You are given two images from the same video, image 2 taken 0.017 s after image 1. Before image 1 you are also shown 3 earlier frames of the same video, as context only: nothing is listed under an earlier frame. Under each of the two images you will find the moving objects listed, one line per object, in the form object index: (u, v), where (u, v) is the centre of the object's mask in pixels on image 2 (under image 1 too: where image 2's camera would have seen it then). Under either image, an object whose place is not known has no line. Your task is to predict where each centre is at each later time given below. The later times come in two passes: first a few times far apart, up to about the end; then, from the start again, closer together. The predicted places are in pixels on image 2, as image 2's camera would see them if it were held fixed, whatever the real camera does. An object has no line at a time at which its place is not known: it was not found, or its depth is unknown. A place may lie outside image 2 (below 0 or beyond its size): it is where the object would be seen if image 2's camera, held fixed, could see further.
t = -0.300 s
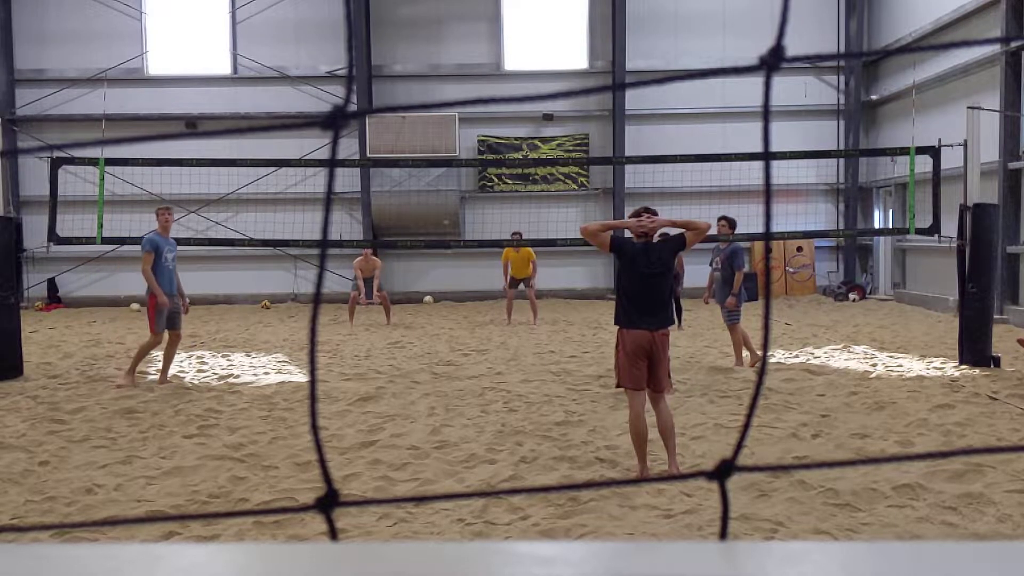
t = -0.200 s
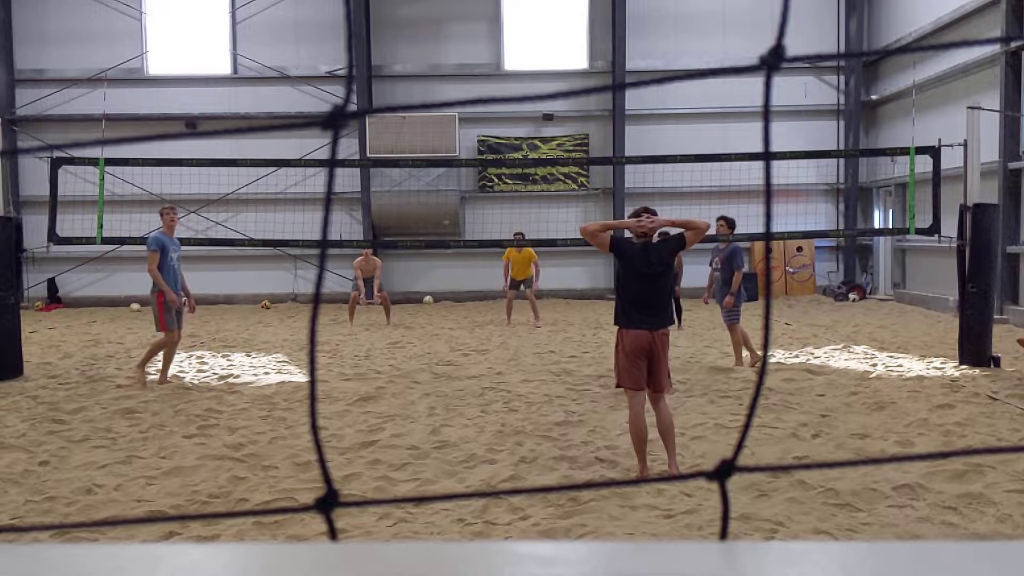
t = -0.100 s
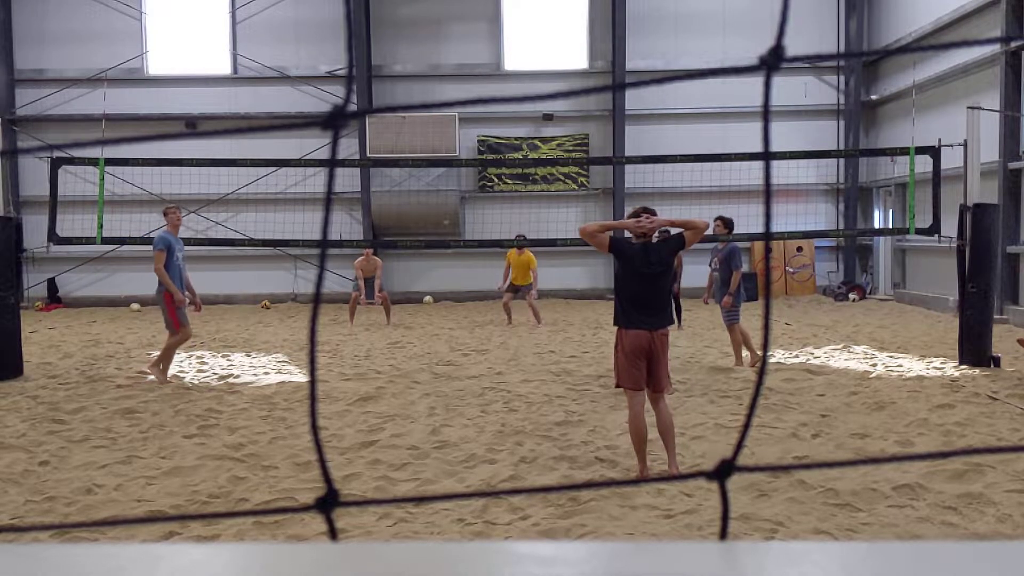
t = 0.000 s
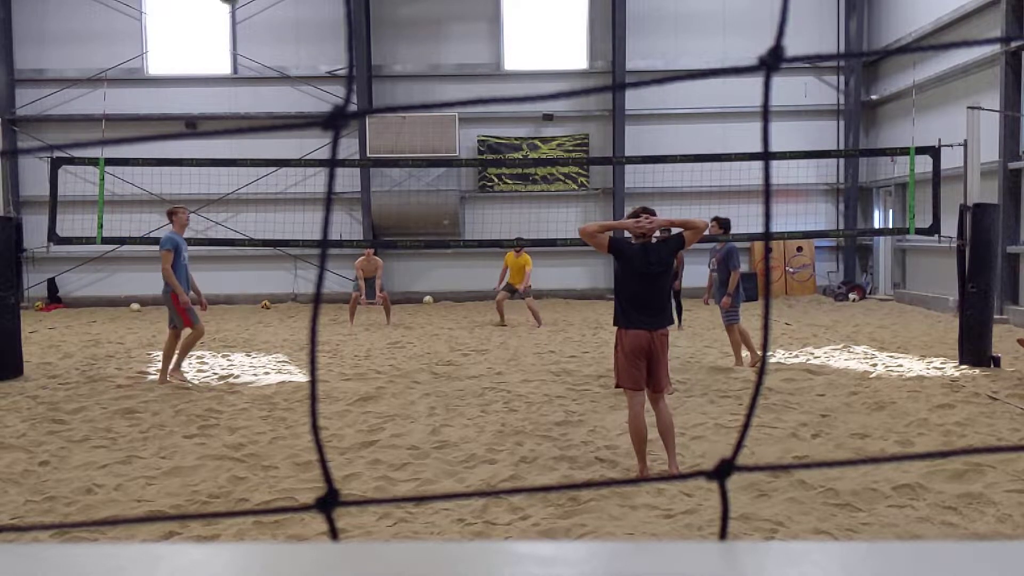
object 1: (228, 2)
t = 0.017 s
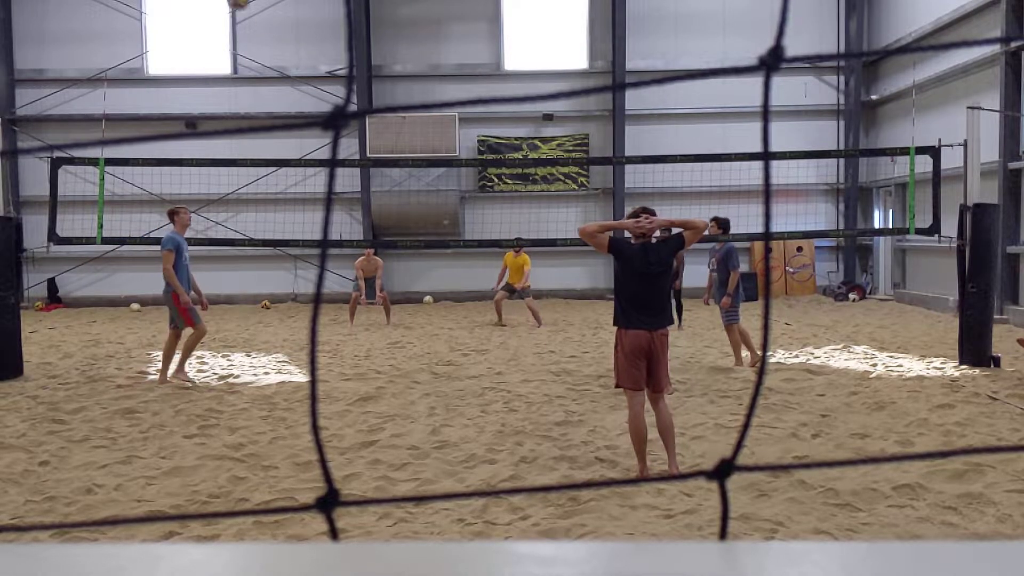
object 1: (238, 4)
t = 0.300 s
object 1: (339, 94)
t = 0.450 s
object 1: (374, 153)
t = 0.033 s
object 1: (246, 7)
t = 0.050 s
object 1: (254, 10)
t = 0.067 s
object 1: (261, 14)
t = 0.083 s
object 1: (269, 19)
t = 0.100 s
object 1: (276, 25)
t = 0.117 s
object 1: (283, 30)
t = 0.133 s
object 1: (289, 35)
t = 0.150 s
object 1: (296, 41)
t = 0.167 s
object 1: (301, 47)
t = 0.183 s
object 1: (307, 53)
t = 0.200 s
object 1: (312, 59)
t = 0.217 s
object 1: (317, 65)
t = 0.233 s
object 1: (322, 71)
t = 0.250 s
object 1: (328, 77)
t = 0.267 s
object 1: (332, 83)
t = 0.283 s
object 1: (336, 89)
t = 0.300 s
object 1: (339, 94)
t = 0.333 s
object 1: (353, 107)
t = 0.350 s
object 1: (354, 116)
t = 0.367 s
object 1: (358, 125)
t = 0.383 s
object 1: (359, 128)
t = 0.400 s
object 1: (363, 135)
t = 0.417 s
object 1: (367, 141)
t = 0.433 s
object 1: (370, 148)
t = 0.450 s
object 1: (374, 153)
